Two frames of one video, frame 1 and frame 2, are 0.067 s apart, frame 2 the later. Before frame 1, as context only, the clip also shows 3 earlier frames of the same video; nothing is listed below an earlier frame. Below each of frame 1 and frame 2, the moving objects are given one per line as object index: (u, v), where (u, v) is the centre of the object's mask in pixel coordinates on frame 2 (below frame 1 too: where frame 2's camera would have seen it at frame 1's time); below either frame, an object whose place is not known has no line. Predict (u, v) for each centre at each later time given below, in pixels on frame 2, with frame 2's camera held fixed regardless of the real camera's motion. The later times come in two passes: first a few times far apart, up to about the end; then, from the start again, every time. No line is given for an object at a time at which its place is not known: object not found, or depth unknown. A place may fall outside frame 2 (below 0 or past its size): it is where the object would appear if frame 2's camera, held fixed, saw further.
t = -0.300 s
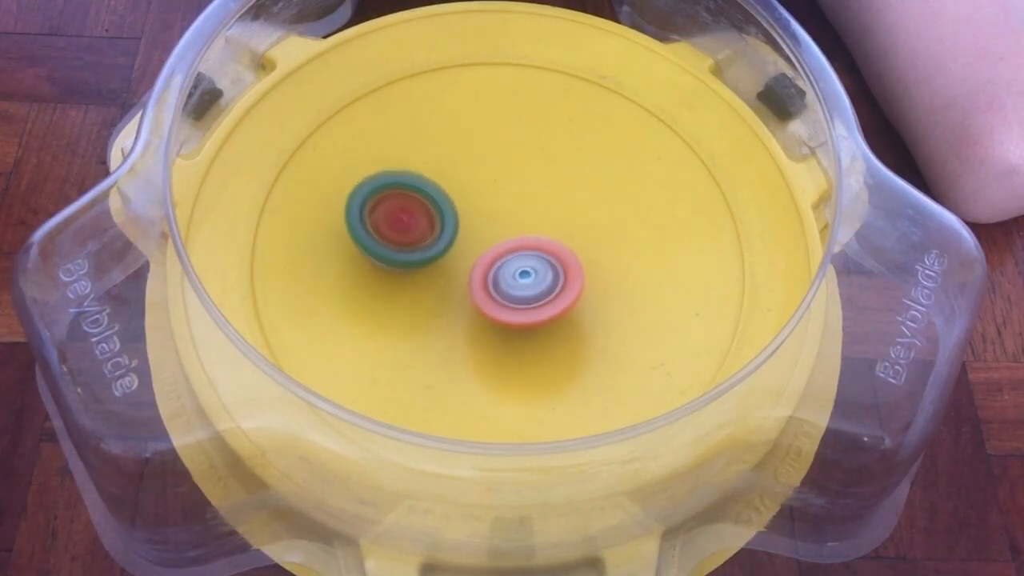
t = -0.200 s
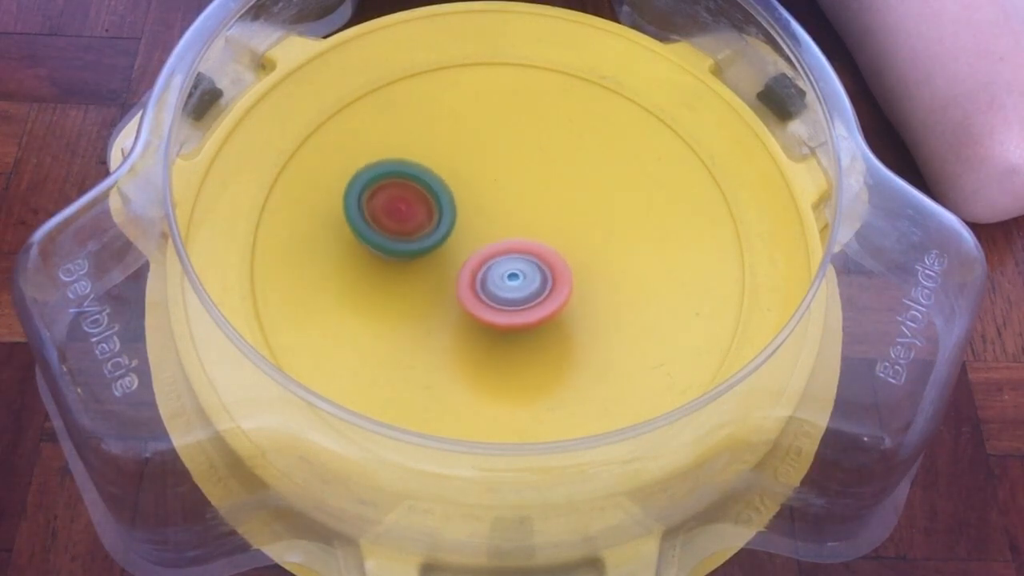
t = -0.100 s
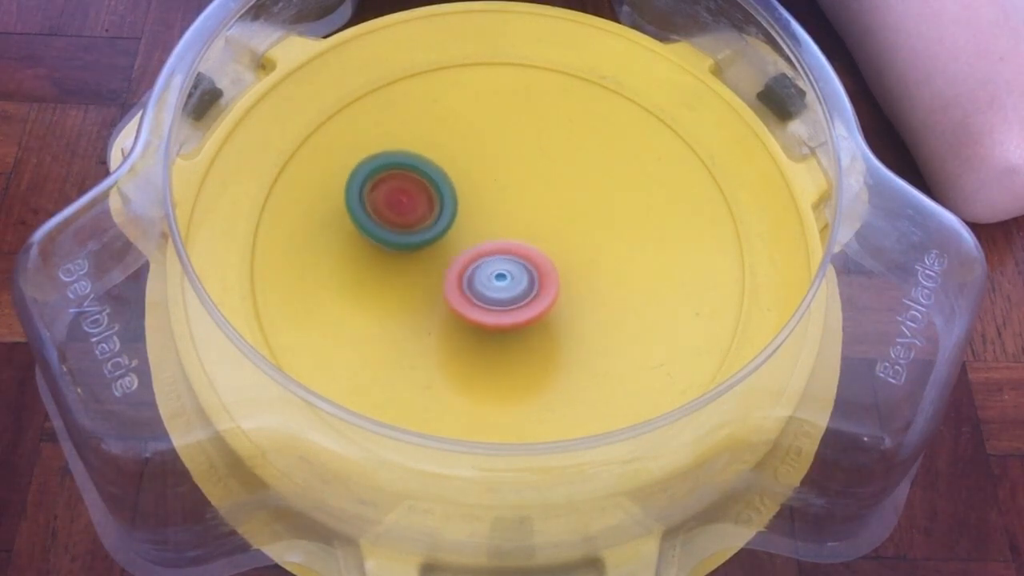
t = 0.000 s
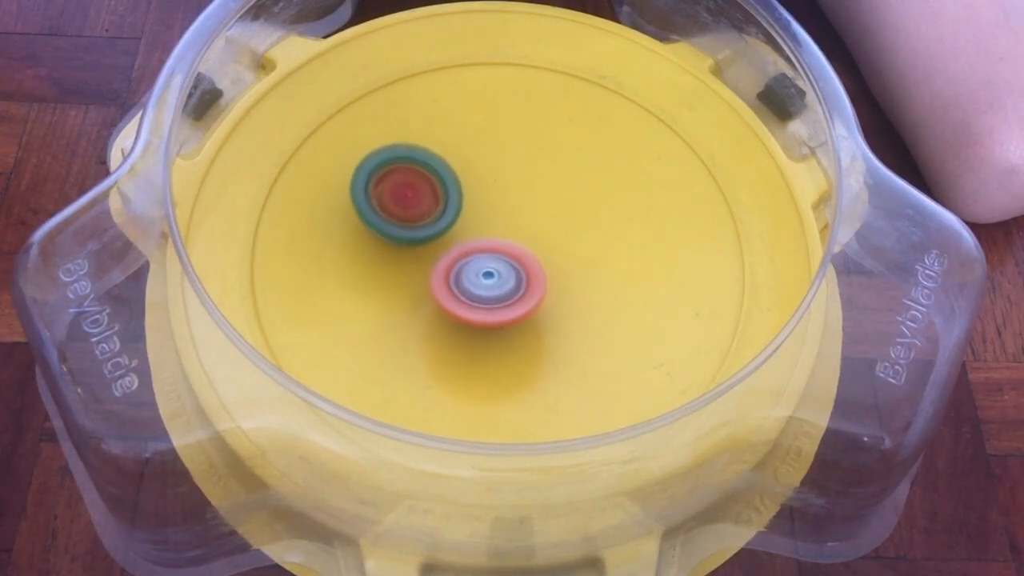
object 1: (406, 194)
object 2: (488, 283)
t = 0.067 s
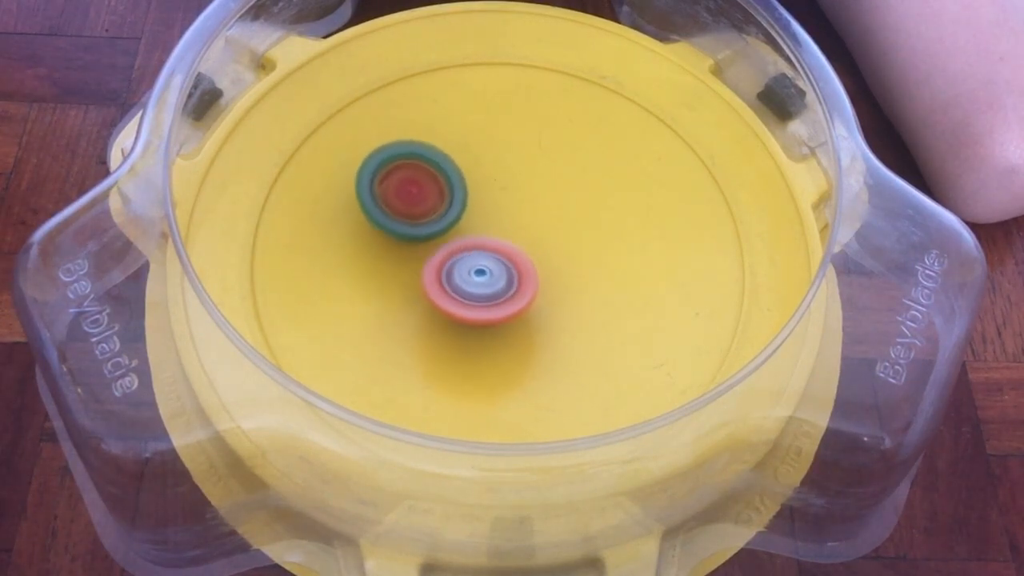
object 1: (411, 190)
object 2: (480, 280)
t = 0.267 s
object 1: (437, 177)
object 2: (460, 277)
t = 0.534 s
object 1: (478, 169)
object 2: (447, 265)
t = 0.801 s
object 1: (522, 168)
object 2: (445, 243)
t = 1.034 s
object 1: (559, 179)
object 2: (449, 223)
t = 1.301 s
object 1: (587, 193)
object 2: (467, 210)
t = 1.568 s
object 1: (596, 219)
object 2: (482, 209)
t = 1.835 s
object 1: (591, 268)
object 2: (480, 216)
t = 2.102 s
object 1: (576, 290)
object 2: (486, 228)
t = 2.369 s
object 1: (555, 310)
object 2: (481, 231)
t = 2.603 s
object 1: (516, 326)
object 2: (470, 218)
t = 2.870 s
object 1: (464, 333)
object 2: (471, 195)
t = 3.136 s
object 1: (457, 296)
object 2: (485, 183)
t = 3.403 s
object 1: (449, 271)
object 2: (513, 182)
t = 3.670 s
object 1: (438, 252)
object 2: (543, 193)
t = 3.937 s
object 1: (447, 220)
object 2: (561, 223)
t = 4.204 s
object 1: (447, 198)
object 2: (540, 273)
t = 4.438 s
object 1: (468, 205)
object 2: (475, 311)
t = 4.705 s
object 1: (496, 216)
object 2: (424, 300)
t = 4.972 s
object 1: (544, 220)
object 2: (411, 268)
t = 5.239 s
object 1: (572, 237)
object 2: (431, 195)
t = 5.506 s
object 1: (600, 272)
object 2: (475, 144)
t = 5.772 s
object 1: (572, 296)
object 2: (537, 172)
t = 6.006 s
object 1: (522, 305)
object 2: (582, 223)
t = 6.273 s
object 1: (429, 307)
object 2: (594, 282)
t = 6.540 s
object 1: (403, 278)
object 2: (519, 321)
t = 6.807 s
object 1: (408, 207)
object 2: (439, 315)
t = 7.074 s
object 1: (452, 150)
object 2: (412, 250)
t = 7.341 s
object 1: (560, 96)
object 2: (418, 194)
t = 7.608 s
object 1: (618, 108)
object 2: (492, 181)
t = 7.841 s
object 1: (631, 176)
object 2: (531, 223)
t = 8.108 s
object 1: (626, 294)
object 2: (510, 290)
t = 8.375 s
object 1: (541, 379)
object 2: (453, 301)
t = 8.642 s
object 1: (427, 368)
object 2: (446, 256)
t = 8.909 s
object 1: (353, 286)
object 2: (493, 201)
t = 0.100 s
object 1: (414, 189)
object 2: (476, 279)
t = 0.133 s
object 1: (418, 187)
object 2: (472, 278)
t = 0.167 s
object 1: (422, 183)
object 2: (469, 278)
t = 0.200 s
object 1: (426, 180)
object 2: (465, 278)
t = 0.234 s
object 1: (431, 179)
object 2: (462, 277)
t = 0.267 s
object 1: (437, 177)
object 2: (460, 277)
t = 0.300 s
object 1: (441, 171)
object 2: (457, 278)
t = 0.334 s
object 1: (446, 168)
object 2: (454, 278)
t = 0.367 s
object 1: (451, 166)
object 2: (453, 277)
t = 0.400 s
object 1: (456, 166)
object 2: (450, 275)
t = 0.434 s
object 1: (462, 166)
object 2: (449, 272)
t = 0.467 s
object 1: (467, 166)
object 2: (448, 270)
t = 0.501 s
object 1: (472, 167)
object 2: (448, 268)
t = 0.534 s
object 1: (478, 169)
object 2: (447, 265)
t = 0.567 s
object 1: (484, 169)
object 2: (446, 263)
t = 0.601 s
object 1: (490, 169)
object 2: (446, 261)
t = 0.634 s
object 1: (496, 167)
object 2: (445, 258)
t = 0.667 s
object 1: (501, 167)
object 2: (444, 255)
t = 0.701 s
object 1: (506, 167)
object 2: (444, 252)
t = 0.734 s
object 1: (512, 167)
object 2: (444, 248)
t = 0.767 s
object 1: (517, 168)
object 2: (445, 245)
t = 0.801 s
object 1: (522, 168)
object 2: (445, 243)
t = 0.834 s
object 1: (529, 167)
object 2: (444, 240)
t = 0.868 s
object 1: (535, 168)
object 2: (445, 237)
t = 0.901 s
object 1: (539, 170)
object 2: (446, 235)
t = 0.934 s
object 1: (543, 172)
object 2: (447, 231)
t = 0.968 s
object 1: (546, 175)
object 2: (449, 228)
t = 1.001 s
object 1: (550, 177)
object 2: (450, 225)
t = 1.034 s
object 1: (559, 179)
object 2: (449, 223)
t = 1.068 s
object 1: (567, 181)
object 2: (449, 221)
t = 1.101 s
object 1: (573, 183)
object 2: (450, 219)
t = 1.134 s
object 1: (578, 185)
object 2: (452, 217)
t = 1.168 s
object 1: (581, 187)
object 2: (454, 215)
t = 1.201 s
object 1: (583, 189)
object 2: (457, 214)
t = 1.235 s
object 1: (585, 190)
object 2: (460, 213)
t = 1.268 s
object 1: (586, 192)
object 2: (463, 211)
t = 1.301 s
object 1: (587, 193)
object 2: (467, 210)
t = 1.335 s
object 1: (587, 195)
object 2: (470, 209)
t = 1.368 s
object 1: (588, 197)
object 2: (473, 208)
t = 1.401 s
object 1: (592, 200)
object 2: (473, 207)
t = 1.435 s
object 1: (596, 202)
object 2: (474, 206)
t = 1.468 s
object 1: (598, 206)
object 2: (476, 206)
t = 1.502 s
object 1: (598, 210)
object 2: (478, 207)
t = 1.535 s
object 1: (597, 214)
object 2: (480, 208)
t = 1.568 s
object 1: (596, 219)
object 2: (482, 209)
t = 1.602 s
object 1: (596, 225)
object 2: (482, 211)
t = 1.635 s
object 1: (596, 231)
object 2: (482, 212)
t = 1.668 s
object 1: (597, 237)
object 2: (481, 213)
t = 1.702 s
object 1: (596, 244)
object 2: (482, 214)
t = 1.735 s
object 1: (594, 250)
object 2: (483, 215)
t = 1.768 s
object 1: (591, 256)
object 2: (485, 217)
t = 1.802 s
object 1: (590, 262)
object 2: (484, 217)
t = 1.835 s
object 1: (591, 268)
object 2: (480, 216)
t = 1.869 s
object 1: (591, 274)
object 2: (478, 216)
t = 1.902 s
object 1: (590, 278)
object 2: (477, 217)
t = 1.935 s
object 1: (589, 281)
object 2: (477, 219)
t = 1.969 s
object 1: (587, 283)
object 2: (478, 221)
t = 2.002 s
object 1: (584, 286)
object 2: (480, 224)
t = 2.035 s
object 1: (581, 287)
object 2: (483, 226)
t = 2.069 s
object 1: (578, 289)
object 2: (485, 228)
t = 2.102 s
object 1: (576, 290)
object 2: (486, 228)
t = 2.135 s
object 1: (575, 293)
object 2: (484, 226)
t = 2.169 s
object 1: (574, 296)
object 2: (483, 224)
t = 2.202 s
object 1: (572, 300)
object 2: (482, 224)
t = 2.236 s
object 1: (569, 303)
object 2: (481, 225)
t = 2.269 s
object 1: (566, 306)
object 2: (480, 227)
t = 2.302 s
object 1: (563, 308)
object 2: (480, 229)
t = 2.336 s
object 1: (559, 309)
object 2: (481, 230)
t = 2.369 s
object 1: (555, 310)
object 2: (481, 231)
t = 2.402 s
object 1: (551, 313)
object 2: (480, 229)
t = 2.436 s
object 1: (548, 317)
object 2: (478, 223)
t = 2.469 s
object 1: (543, 320)
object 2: (477, 220)
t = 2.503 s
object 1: (538, 323)
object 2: (475, 219)
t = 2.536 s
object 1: (531, 325)
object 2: (473, 218)
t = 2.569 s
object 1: (524, 326)
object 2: (472, 218)
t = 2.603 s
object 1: (516, 326)
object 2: (470, 218)
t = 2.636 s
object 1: (509, 326)
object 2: (469, 218)
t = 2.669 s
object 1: (502, 325)
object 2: (468, 217)
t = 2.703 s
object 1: (495, 325)
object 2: (468, 217)
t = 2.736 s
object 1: (489, 323)
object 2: (467, 217)
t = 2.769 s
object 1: (482, 322)
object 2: (467, 217)
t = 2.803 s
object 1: (477, 319)
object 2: (466, 217)
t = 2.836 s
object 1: (470, 324)
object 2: (468, 210)
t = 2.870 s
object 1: (464, 333)
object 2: (471, 195)
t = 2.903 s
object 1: (460, 336)
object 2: (474, 185)
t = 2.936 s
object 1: (457, 335)
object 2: (476, 179)
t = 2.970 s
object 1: (455, 332)
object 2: (478, 177)
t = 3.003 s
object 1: (454, 326)
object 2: (480, 176)
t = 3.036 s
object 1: (454, 320)
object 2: (481, 177)
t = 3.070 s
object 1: (454, 312)
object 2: (483, 178)
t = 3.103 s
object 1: (456, 304)
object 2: (484, 180)
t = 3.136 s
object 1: (457, 296)
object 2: (485, 183)
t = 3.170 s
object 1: (458, 287)
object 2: (486, 186)
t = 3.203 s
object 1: (457, 282)
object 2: (488, 186)
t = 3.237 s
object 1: (453, 283)
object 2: (495, 181)
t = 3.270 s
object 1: (451, 283)
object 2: (501, 178)
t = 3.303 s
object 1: (448, 282)
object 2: (505, 178)
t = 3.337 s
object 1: (448, 279)
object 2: (509, 178)
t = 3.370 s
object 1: (448, 275)
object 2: (512, 179)
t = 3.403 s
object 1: (449, 271)
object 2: (513, 182)
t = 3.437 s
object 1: (450, 268)
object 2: (514, 185)
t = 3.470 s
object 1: (446, 266)
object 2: (518, 186)
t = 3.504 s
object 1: (439, 267)
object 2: (527, 184)
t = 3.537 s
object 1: (434, 266)
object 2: (532, 185)
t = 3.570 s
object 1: (432, 264)
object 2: (535, 186)
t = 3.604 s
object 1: (433, 260)
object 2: (538, 188)
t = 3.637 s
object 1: (435, 256)
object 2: (541, 190)
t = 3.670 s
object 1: (438, 252)
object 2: (543, 193)
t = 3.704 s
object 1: (442, 248)
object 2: (546, 196)
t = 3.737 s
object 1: (447, 243)
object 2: (548, 199)
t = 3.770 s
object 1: (447, 239)
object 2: (553, 201)
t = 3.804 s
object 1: (448, 235)
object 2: (557, 205)
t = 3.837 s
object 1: (449, 232)
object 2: (558, 209)
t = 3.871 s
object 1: (449, 228)
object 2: (560, 213)
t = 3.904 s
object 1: (447, 223)
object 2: (562, 218)
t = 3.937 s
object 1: (447, 220)
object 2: (561, 223)
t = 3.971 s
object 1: (448, 217)
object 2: (561, 227)
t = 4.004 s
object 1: (449, 213)
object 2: (560, 231)
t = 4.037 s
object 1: (447, 209)
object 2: (563, 238)
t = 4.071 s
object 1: (445, 205)
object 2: (563, 244)
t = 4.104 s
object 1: (445, 202)
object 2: (559, 251)
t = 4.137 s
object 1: (445, 200)
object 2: (554, 258)
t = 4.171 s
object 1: (445, 199)
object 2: (547, 265)
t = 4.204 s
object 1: (447, 198)
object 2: (540, 273)
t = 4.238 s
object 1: (449, 198)
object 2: (531, 280)
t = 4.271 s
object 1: (451, 198)
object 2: (522, 286)
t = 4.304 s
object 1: (454, 199)
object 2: (513, 292)
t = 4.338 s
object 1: (457, 200)
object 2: (503, 297)
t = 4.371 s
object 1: (461, 202)
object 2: (494, 302)
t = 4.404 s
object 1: (464, 203)
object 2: (485, 307)
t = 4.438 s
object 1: (468, 205)
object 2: (475, 311)
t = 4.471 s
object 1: (472, 206)
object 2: (467, 313)
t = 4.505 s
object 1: (475, 208)
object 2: (458, 315)
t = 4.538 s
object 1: (478, 210)
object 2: (450, 315)
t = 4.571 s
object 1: (481, 211)
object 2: (442, 314)
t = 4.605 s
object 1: (485, 212)
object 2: (436, 313)
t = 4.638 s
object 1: (488, 213)
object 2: (431, 310)
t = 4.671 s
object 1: (492, 215)
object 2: (427, 305)
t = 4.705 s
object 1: (496, 216)
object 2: (424, 300)
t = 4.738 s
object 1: (500, 217)
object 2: (423, 295)
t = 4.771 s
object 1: (503, 219)
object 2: (422, 291)
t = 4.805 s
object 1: (511, 218)
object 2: (417, 289)
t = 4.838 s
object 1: (520, 217)
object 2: (411, 286)
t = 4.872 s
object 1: (528, 218)
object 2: (409, 282)
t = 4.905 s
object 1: (534, 219)
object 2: (409, 278)
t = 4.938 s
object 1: (540, 219)
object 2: (410, 273)
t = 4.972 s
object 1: (544, 220)
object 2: (411, 268)
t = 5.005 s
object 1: (546, 220)
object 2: (414, 262)
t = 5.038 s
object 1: (549, 221)
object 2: (419, 255)
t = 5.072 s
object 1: (549, 222)
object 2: (425, 248)
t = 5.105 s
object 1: (549, 222)
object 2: (430, 241)
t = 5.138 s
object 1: (548, 223)
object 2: (435, 232)
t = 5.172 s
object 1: (550, 225)
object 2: (438, 222)
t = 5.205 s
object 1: (563, 231)
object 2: (432, 208)
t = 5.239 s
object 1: (572, 237)
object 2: (431, 195)
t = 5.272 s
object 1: (578, 242)
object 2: (432, 183)
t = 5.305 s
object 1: (584, 247)
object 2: (435, 172)
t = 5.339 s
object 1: (589, 251)
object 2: (440, 162)
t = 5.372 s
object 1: (594, 255)
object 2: (445, 155)
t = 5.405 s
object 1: (597, 259)
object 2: (452, 150)
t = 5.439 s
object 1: (599, 263)
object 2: (460, 147)
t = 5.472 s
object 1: (599, 268)
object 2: (468, 145)
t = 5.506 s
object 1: (600, 272)
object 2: (475, 144)
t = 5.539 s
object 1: (600, 275)
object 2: (482, 144)
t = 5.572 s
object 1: (598, 279)
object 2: (490, 146)
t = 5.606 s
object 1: (595, 282)
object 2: (498, 149)
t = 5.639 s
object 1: (592, 286)
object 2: (506, 153)
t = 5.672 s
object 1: (588, 288)
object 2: (513, 156)
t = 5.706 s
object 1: (583, 291)
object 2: (520, 161)
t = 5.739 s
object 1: (578, 294)
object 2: (529, 166)
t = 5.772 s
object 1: (572, 296)
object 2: (537, 172)
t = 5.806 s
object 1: (566, 299)
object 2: (545, 178)
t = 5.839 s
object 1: (559, 301)
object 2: (552, 184)
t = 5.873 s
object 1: (553, 302)
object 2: (558, 191)
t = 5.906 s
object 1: (545, 304)
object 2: (565, 199)
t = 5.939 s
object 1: (538, 304)
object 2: (572, 207)
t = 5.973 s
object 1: (530, 305)
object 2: (578, 214)
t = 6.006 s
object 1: (522, 305)
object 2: (582, 223)
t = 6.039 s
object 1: (508, 308)
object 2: (590, 230)
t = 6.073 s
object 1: (495, 309)
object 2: (598, 237)
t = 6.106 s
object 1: (482, 311)
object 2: (603, 245)
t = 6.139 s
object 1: (470, 311)
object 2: (605, 253)
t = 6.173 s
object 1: (458, 311)
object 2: (605, 261)
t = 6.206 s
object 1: (447, 311)
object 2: (603, 269)
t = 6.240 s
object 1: (437, 309)
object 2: (600, 275)
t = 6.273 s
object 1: (429, 307)
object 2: (594, 282)
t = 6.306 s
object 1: (422, 305)
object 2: (588, 288)
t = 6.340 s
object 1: (416, 302)
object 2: (581, 295)
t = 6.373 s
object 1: (412, 299)
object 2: (574, 299)
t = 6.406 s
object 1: (408, 295)
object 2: (564, 304)
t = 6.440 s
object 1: (406, 291)
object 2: (553, 310)
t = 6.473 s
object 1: (404, 287)
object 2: (543, 314)
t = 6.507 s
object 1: (403, 283)
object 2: (531, 318)
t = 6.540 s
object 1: (403, 278)
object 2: (519, 321)
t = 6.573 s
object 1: (403, 273)
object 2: (508, 323)
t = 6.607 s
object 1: (401, 265)
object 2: (497, 326)
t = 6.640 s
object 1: (400, 256)
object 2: (484, 329)
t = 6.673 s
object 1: (400, 247)
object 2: (474, 328)
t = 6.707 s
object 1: (401, 237)
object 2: (464, 327)
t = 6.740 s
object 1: (403, 227)
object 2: (454, 324)
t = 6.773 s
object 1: (405, 218)
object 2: (445, 320)
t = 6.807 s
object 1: (408, 207)
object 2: (439, 315)
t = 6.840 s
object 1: (412, 197)
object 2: (432, 309)
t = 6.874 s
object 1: (416, 189)
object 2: (427, 303)
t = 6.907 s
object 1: (421, 180)
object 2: (423, 295)
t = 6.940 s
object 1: (426, 173)
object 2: (419, 287)
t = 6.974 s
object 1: (432, 166)
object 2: (416, 278)
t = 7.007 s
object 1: (439, 160)
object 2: (414, 268)
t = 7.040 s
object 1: (445, 155)
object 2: (411, 258)
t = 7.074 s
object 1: (452, 150)
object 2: (412, 250)
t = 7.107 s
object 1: (458, 145)
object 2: (414, 240)
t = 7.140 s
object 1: (465, 142)
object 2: (415, 229)
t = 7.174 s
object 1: (478, 137)
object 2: (414, 222)
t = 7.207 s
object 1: (497, 129)
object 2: (407, 217)
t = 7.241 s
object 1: (515, 120)
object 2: (405, 210)
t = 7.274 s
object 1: (531, 112)
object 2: (408, 203)
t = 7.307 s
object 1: (547, 104)
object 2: (412, 198)
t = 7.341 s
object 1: (560, 96)
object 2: (418, 194)
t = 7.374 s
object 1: (572, 91)
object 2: (424, 189)
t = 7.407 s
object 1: (581, 88)
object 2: (432, 186)
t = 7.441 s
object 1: (589, 88)
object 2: (440, 183)
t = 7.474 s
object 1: (597, 90)
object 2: (448, 181)
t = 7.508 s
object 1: (605, 93)
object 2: (459, 180)
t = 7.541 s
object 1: (611, 97)
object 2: (468, 179)
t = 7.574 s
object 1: (616, 101)
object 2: (480, 181)
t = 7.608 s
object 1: (618, 108)
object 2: (492, 181)
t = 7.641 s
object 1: (619, 116)
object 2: (503, 184)
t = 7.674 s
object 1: (618, 126)
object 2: (516, 186)
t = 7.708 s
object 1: (619, 135)
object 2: (527, 190)
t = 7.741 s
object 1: (622, 144)
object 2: (536, 195)
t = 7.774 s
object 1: (627, 152)
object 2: (534, 203)
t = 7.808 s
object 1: (629, 162)
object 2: (531, 214)
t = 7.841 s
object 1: (631, 176)
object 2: (531, 223)
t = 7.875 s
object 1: (633, 190)
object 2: (532, 233)
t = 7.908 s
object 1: (634, 204)
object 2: (534, 242)
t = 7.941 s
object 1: (635, 218)
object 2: (532, 252)
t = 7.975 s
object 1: (635, 233)
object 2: (533, 261)
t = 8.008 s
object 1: (633, 249)
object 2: (529, 269)
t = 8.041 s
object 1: (630, 266)
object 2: (523, 276)
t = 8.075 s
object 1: (628, 281)
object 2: (516, 283)
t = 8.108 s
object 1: (626, 294)
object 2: (510, 290)
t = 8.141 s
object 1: (620, 307)
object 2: (502, 295)
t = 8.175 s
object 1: (612, 322)
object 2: (495, 300)
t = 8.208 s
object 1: (602, 335)
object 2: (487, 302)
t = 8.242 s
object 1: (594, 345)
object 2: (479, 305)
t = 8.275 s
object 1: (583, 355)
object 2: (472, 306)
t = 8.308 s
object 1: (570, 364)
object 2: (465, 305)
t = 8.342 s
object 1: (556, 373)
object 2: (460, 304)
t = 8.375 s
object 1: (541, 379)
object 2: (453, 301)
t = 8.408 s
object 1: (528, 383)
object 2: (451, 297)
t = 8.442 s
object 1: (513, 386)
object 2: (448, 293)
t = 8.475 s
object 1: (497, 387)
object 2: (447, 288)
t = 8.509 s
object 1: (481, 387)
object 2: (444, 282)
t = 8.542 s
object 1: (469, 384)
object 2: (444, 278)
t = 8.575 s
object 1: (456, 380)
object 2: (443, 271)
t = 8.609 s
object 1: (442, 375)
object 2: (446, 264)
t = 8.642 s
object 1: (427, 368)
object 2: (446, 256)
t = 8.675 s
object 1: (415, 361)
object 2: (450, 248)
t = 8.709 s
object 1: (404, 352)
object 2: (453, 240)
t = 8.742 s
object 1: (392, 344)
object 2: (459, 232)
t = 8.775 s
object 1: (381, 333)
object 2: (464, 225)
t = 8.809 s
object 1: (373, 322)
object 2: (471, 217)
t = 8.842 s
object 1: (366, 311)
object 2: (477, 211)
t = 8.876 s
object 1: (359, 300)
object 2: (485, 205)
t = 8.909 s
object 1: (353, 286)
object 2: (493, 201)
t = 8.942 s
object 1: (350, 275)
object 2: (501, 197)
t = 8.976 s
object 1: (349, 262)
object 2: (508, 195)
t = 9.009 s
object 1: (348, 249)
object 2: (518, 193)
